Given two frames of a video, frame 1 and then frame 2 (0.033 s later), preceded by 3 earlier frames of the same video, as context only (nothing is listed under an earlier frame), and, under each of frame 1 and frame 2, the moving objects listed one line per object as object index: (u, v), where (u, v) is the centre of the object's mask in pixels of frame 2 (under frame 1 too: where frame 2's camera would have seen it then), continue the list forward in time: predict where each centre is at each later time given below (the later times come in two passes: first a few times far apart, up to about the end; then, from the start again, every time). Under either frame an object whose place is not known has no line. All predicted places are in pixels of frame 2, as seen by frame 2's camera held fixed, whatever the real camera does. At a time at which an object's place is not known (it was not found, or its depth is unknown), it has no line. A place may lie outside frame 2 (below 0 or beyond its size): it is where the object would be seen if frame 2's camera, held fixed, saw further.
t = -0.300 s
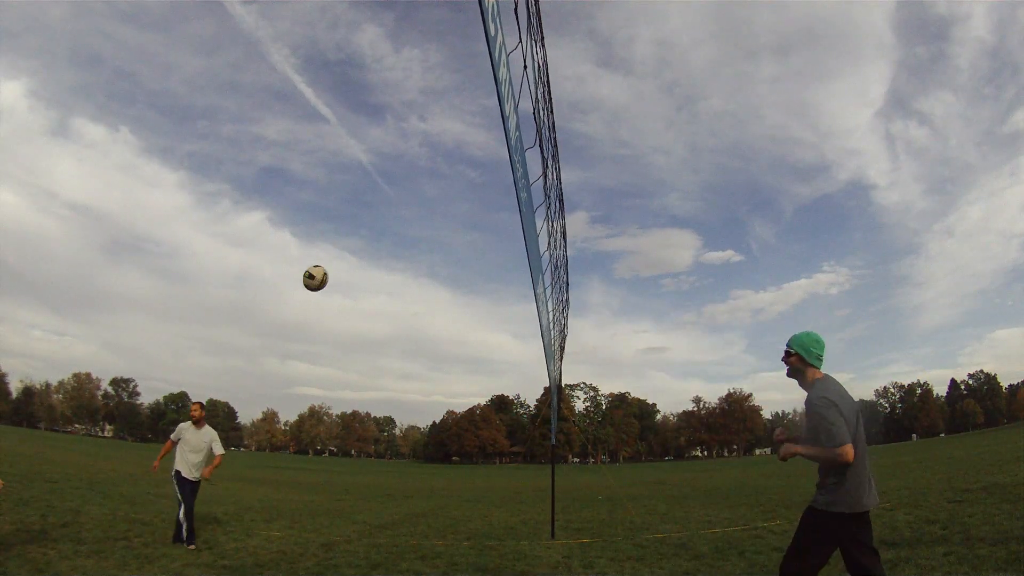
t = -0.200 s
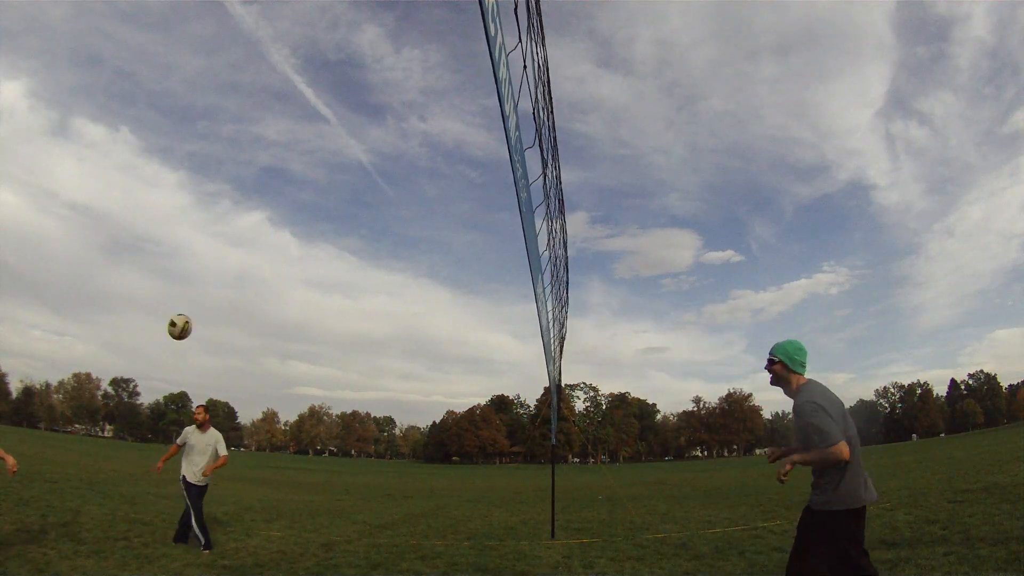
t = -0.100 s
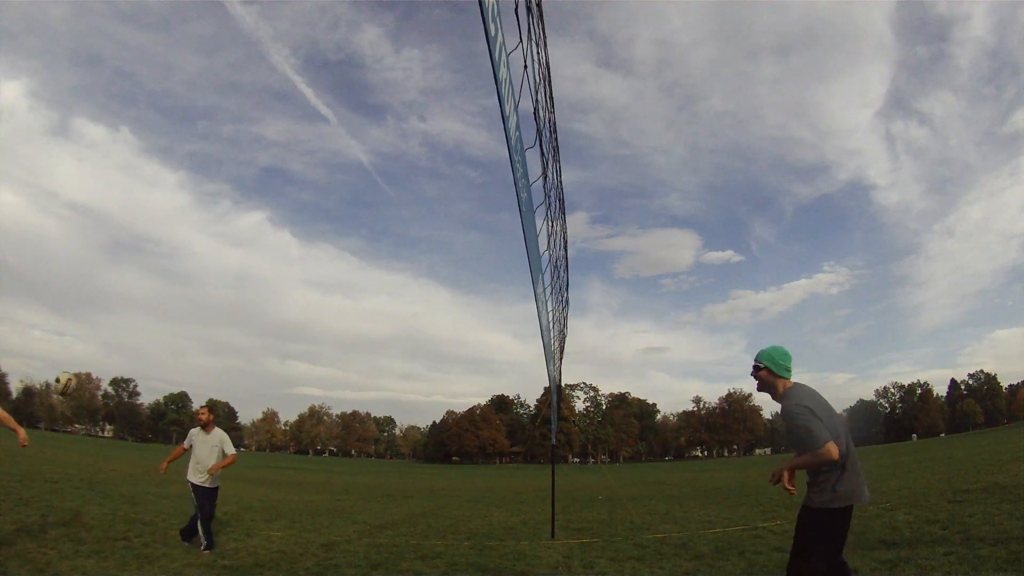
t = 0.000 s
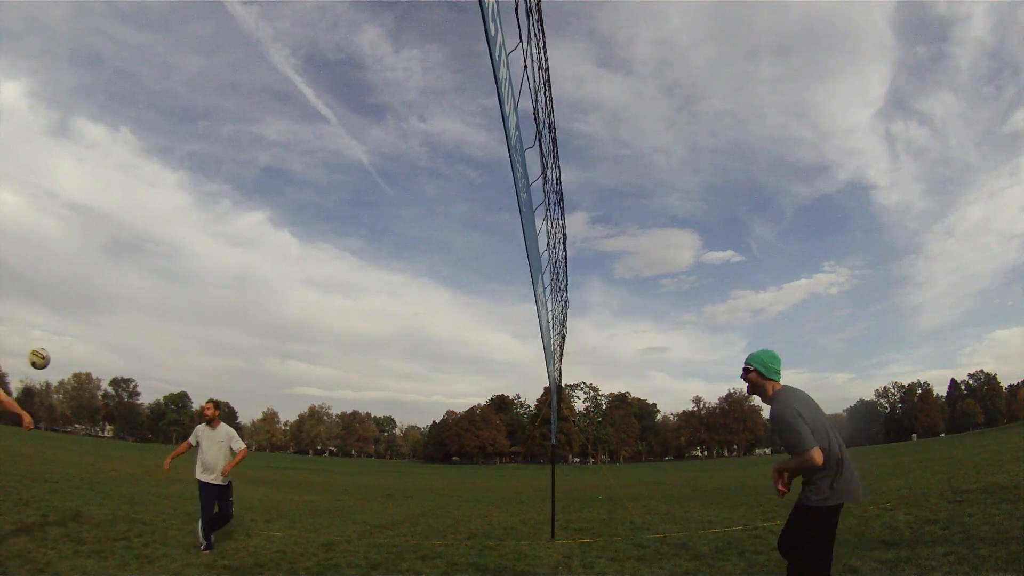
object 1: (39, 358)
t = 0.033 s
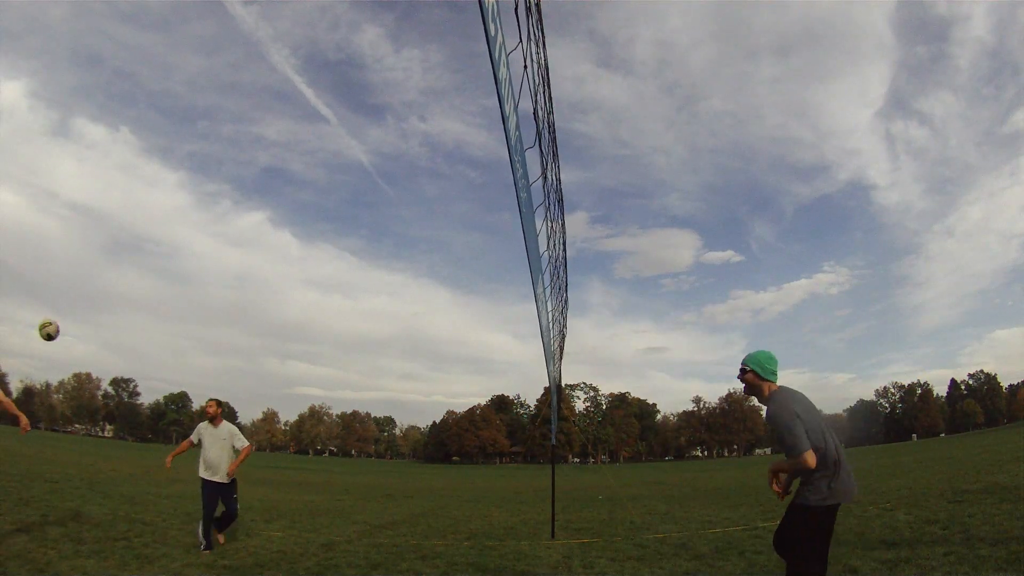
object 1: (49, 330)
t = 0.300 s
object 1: (129, 157)
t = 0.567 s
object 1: (195, 68)
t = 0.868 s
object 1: (250, 38)
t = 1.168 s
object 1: (292, 71)
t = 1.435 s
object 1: (327, 167)
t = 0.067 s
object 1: (59, 303)
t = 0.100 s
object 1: (68, 278)
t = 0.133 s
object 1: (79, 254)
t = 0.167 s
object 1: (89, 232)
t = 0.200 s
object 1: (99, 211)
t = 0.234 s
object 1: (109, 191)
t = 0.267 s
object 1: (119, 174)
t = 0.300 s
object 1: (129, 157)
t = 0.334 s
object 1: (138, 142)
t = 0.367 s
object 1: (147, 128)
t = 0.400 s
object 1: (155, 116)
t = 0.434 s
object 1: (164, 104)
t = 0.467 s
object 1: (172, 93)
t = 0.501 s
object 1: (180, 84)
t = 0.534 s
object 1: (188, 76)
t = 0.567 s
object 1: (195, 68)
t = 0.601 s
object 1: (202, 61)
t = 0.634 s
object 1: (209, 56)
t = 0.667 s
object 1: (215, 51)
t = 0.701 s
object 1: (222, 47)
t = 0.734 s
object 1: (228, 44)
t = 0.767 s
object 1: (234, 41)
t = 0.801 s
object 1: (239, 39)
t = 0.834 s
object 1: (245, 39)
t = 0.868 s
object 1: (250, 38)
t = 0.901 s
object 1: (255, 39)
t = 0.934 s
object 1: (260, 40)
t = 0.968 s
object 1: (265, 42)
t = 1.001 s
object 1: (270, 45)
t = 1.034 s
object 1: (274, 49)
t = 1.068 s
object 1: (278, 53)
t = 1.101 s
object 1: (283, 58)
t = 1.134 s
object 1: (287, 64)
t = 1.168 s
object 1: (292, 71)
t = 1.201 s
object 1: (296, 79)
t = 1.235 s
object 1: (300, 88)
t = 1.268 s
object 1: (304, 99)
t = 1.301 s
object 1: (309, 110)
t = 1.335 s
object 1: (313, 122)
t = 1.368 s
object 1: (318, 136)
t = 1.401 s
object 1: (322, 151)
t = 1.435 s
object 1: (327, 167)
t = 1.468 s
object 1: (332, 185)
